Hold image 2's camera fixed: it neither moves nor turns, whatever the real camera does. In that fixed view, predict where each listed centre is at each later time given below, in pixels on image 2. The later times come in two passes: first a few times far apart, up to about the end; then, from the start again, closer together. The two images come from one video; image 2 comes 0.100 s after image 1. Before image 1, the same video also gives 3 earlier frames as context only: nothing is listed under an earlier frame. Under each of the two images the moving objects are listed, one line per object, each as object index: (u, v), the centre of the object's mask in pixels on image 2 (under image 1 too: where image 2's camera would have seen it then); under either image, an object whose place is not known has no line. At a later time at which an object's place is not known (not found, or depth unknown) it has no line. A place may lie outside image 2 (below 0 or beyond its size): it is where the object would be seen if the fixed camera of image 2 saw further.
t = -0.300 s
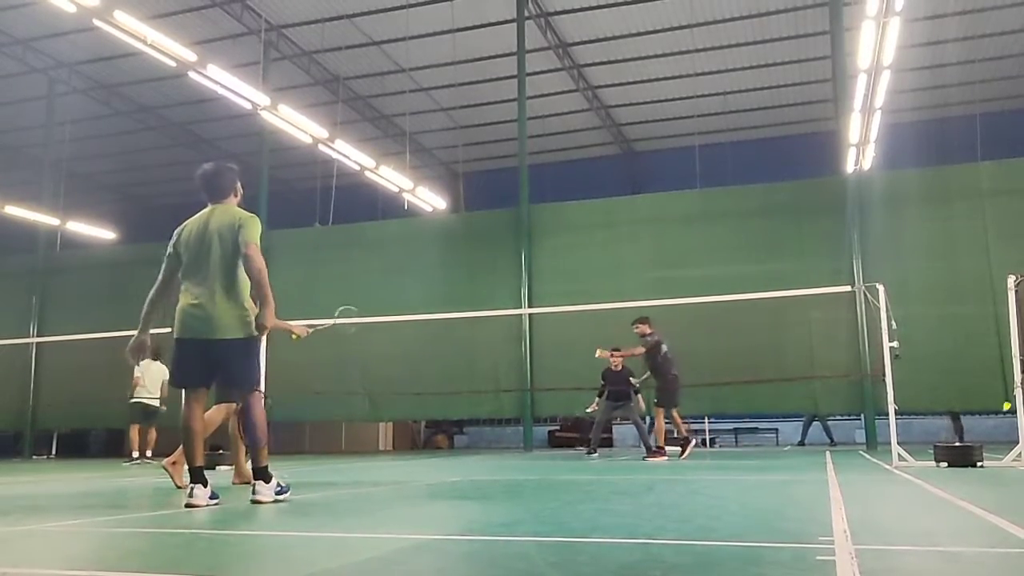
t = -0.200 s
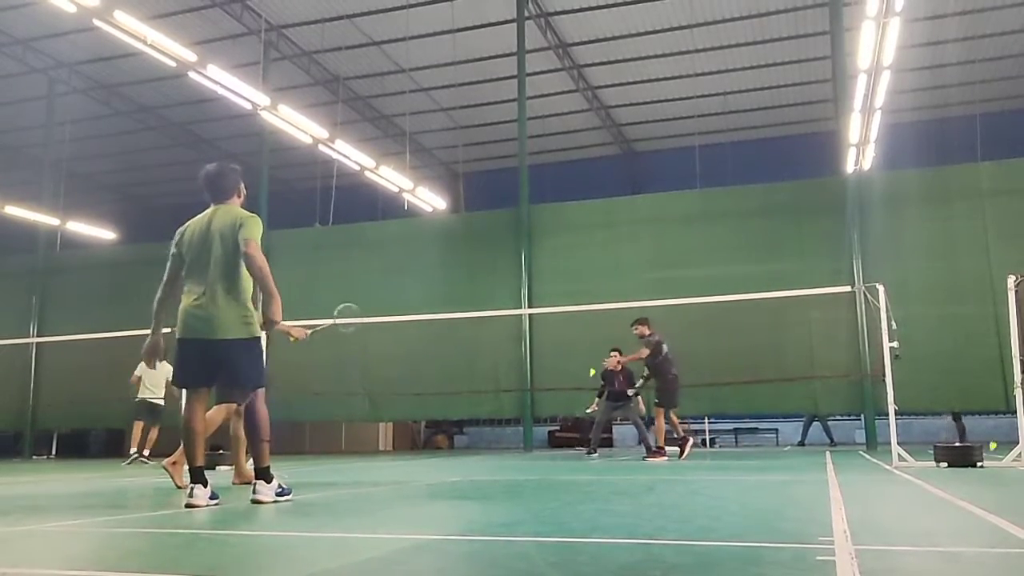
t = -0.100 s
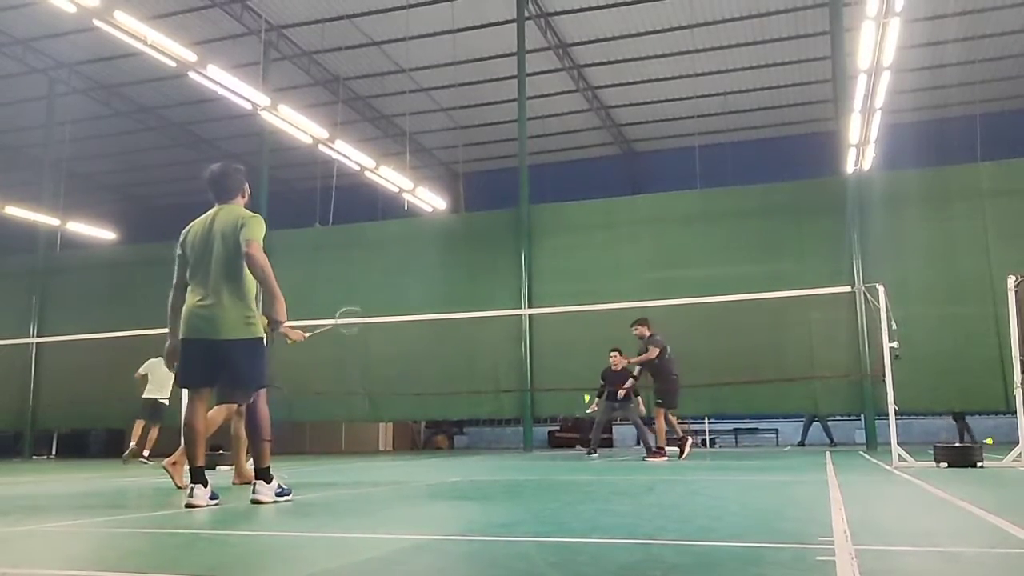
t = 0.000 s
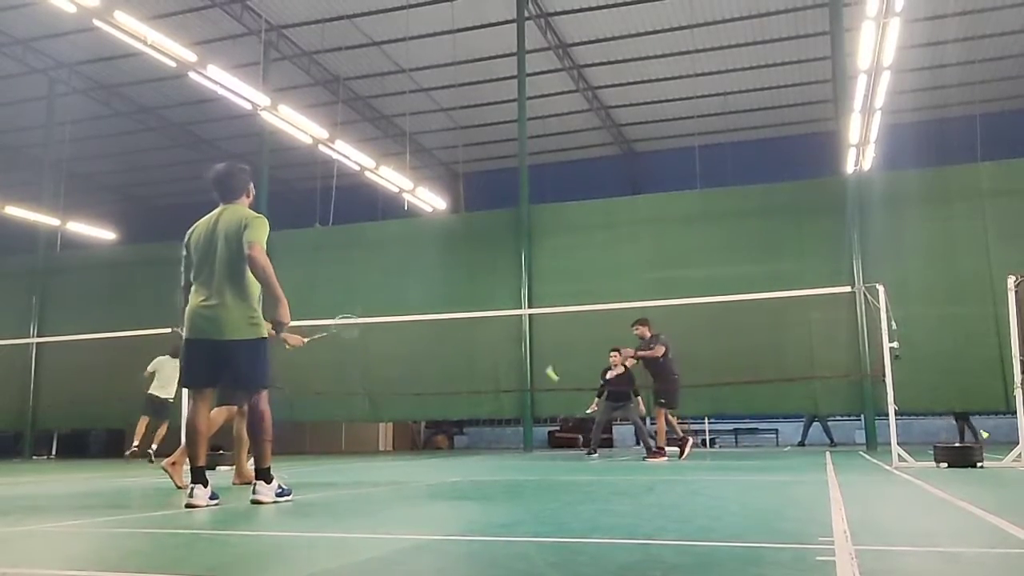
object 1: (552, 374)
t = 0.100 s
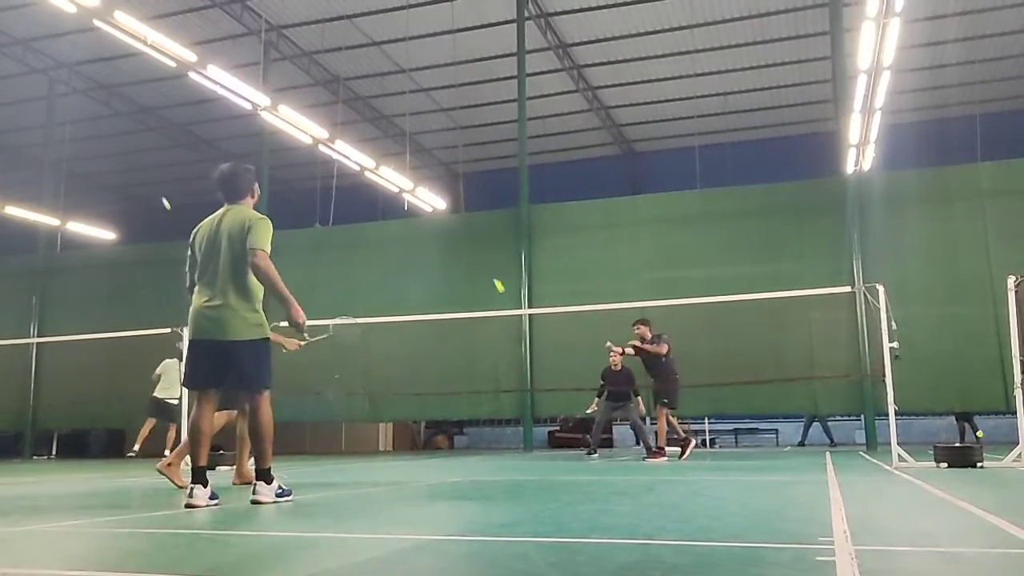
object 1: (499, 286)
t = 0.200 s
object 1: (451, 218)
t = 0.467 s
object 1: (335, 97)
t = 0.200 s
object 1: (451, 218)
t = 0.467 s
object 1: (335, 97)
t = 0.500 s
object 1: (321, 87)
